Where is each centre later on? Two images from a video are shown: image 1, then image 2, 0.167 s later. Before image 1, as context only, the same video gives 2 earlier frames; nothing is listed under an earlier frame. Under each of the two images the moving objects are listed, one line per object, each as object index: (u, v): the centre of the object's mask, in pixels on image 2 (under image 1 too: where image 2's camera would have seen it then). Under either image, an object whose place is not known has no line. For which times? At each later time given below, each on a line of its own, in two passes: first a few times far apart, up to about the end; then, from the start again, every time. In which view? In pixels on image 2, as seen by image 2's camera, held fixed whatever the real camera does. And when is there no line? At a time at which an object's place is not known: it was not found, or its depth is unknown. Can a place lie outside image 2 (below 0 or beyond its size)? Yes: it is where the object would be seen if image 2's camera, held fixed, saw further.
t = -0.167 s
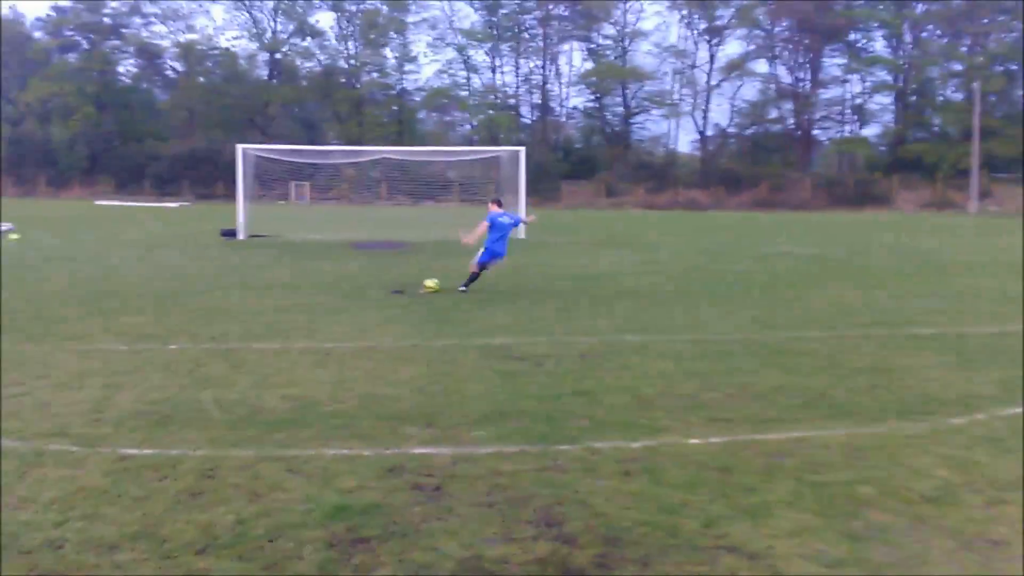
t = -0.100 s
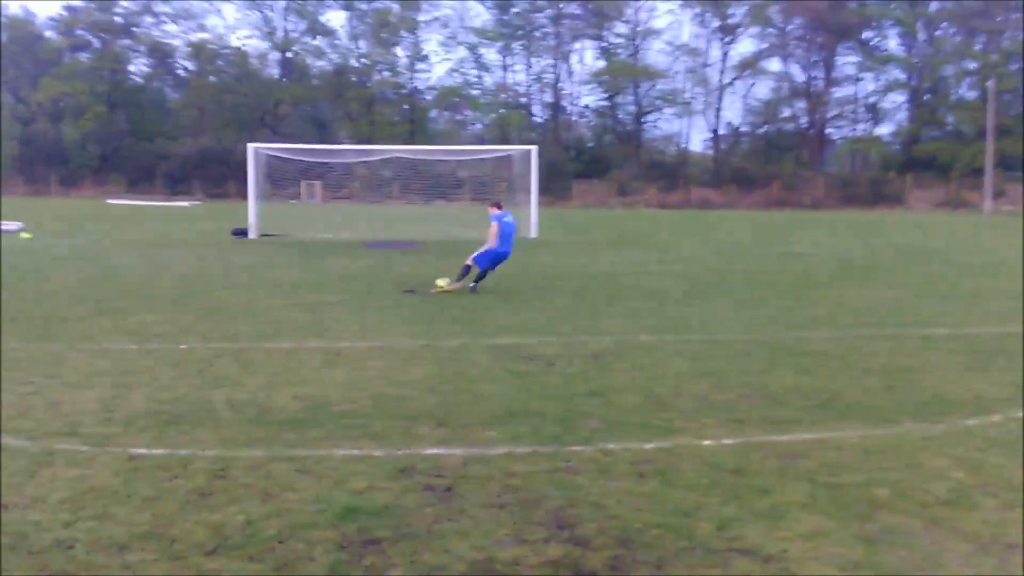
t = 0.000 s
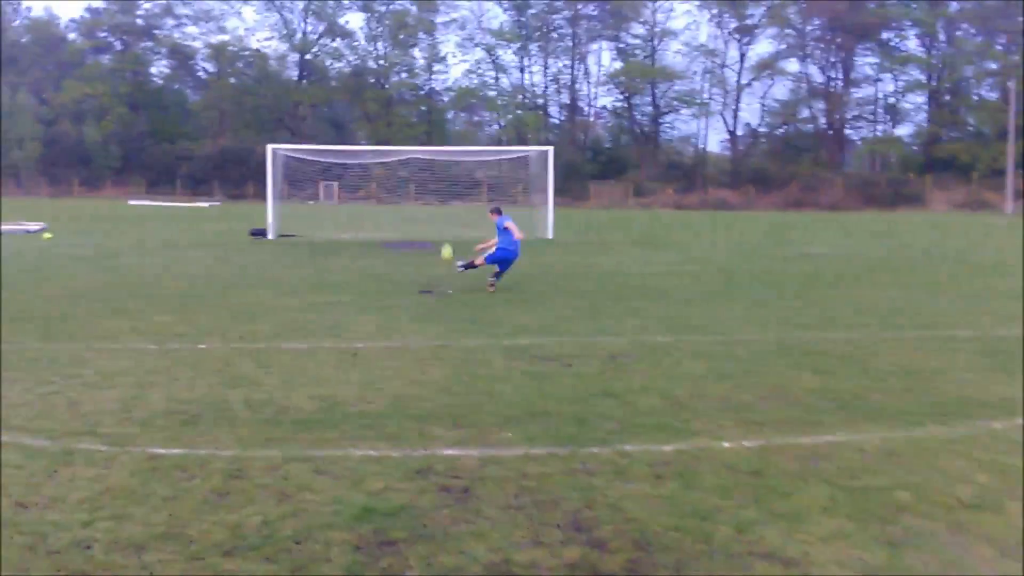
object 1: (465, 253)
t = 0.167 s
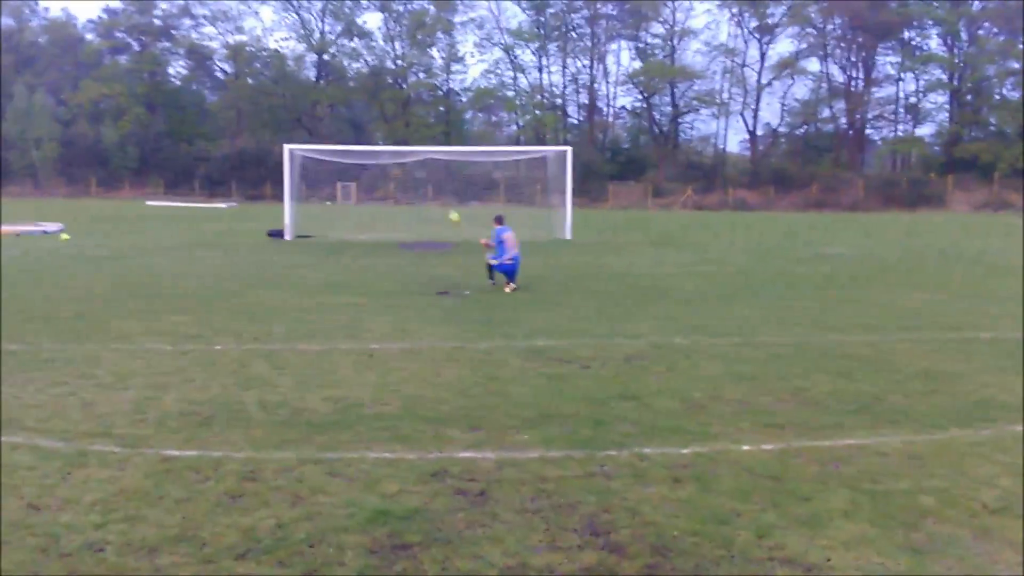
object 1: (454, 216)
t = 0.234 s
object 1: (453, 210)
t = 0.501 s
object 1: (462, 206)
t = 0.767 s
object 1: (466, 224)
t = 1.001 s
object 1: (473, 233)
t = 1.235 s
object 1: (480, 233)
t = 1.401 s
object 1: (486, 233)
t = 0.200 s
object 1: (453, 213)
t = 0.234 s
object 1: (453, 210)
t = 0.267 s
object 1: (454, 207)
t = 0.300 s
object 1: (454, 206)
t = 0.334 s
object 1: (455, 205)
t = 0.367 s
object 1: (456, 204)
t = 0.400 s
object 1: (457, 204)
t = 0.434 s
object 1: (458, 204)
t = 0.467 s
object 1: (460, 205)
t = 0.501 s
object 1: (462, 206)
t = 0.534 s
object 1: (464, 208)
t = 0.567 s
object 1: (464, 210)
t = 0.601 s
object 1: (465, 214)
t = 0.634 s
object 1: (464, 218)
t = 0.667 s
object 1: (463, 219)
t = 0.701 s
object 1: (464, 220)
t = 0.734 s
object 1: (464, 222)
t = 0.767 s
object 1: (466, 224)
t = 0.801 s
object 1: (466, 226)
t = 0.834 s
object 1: (467, 227)
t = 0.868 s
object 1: (468, 228)
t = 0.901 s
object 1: (469, 231)
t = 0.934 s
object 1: (471, 233)
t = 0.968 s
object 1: (471, 234)
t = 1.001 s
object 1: (473, 233)
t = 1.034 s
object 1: (473, 231)
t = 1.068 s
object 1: (475, 231)
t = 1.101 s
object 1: (476, 230)
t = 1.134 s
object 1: (476, 230)
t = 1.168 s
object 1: (477, 230)
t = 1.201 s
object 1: (478, 232)
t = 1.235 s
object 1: (480, 233)
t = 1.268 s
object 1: (481, 235)
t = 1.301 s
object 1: (482, 235)
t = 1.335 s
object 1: (483, 234)
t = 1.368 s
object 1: (485, 233)
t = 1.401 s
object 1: (486, 233)
